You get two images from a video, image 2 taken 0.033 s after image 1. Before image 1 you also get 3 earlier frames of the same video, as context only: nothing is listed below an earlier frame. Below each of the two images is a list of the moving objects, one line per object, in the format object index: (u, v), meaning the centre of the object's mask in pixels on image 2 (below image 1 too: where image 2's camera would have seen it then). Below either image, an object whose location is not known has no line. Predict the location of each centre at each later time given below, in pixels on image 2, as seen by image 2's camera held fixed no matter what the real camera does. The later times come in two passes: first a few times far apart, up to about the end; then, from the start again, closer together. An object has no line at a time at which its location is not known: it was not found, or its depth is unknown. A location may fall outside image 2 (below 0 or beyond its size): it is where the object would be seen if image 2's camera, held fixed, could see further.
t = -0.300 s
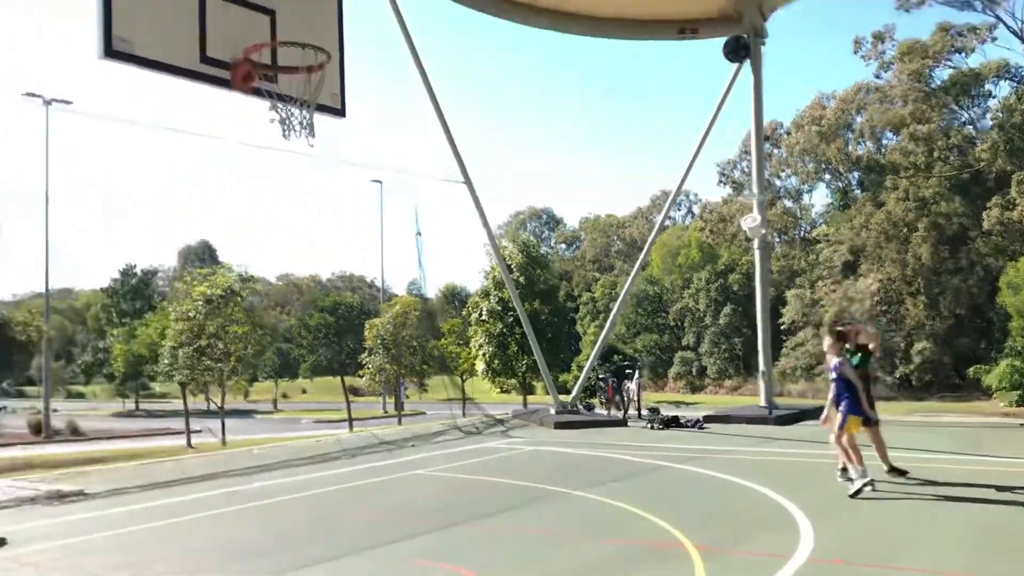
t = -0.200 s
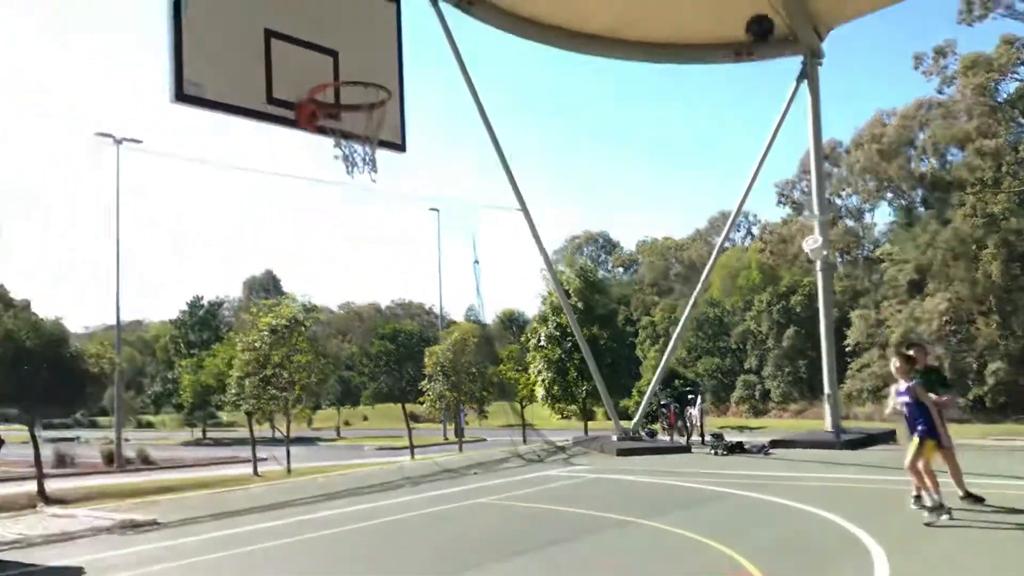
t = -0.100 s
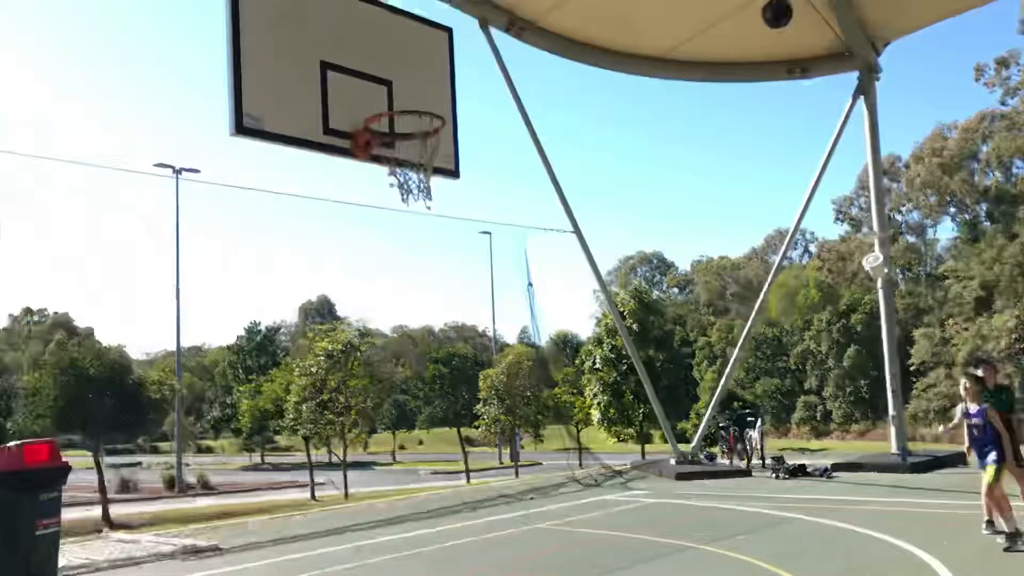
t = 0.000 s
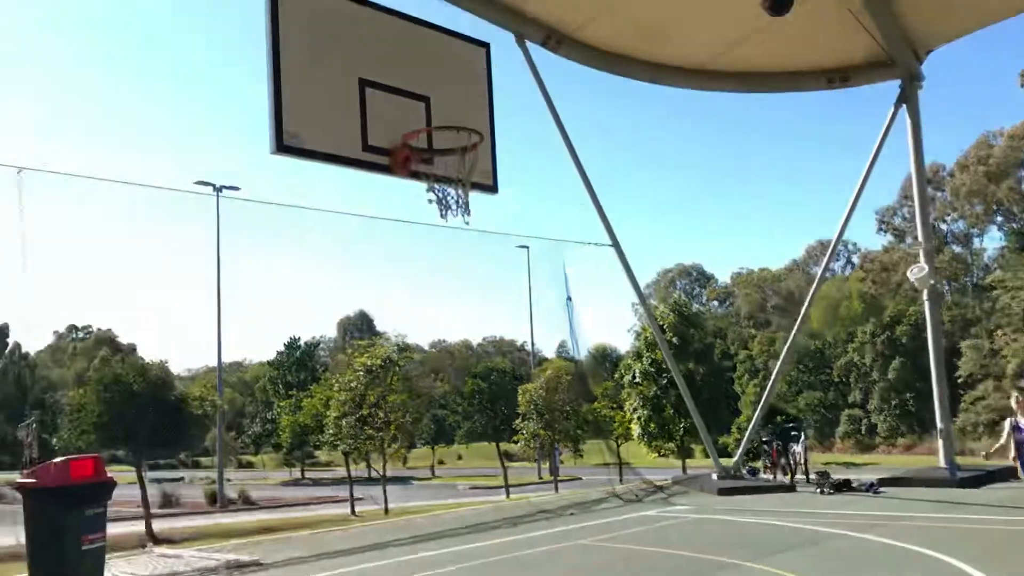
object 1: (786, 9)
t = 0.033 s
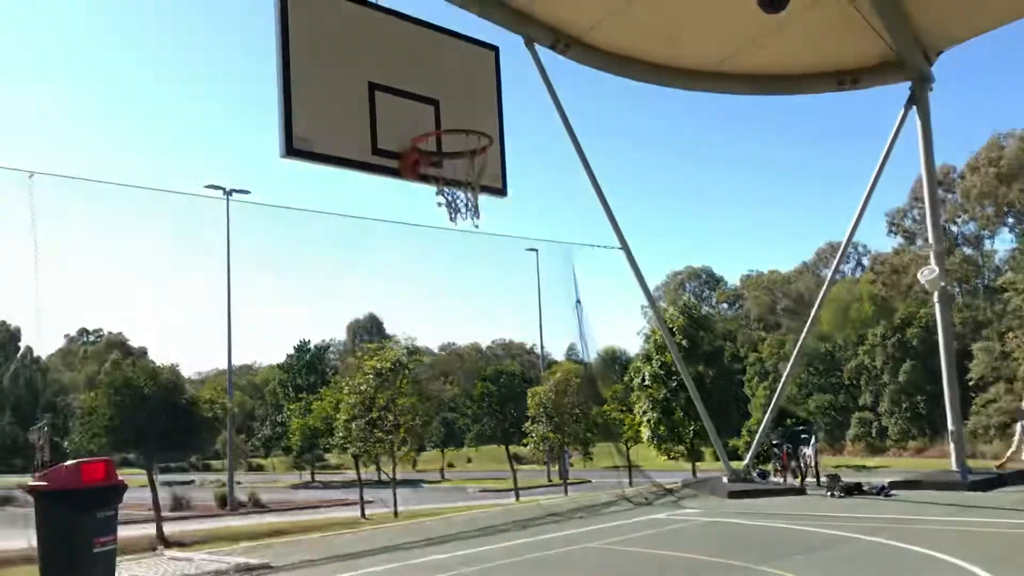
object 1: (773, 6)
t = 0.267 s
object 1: (674, 9)
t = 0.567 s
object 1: (524, 135)
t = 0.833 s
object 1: (373, 419)
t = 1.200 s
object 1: (180, 465)
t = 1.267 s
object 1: (161, 401)
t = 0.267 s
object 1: (674, 9)
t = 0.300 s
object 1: (658, 13)
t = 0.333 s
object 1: (643, 18)
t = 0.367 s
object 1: (627, 28)
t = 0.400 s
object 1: (611, 39)
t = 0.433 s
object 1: (595, 55)
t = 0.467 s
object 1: (577, 71)
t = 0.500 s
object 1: (560, 90)
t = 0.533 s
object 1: (542, 111)
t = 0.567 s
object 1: (524, 135)
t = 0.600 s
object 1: (506, 162)
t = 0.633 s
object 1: (486, 190)
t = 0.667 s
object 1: (469, 219)
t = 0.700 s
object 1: (452, 252)
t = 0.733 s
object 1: (435, 289)
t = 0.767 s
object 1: (416, 328)
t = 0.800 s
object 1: (396, 371)
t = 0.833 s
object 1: (373, 419)
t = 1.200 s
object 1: (180, 465)
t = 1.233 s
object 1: (167, 429)
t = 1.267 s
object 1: (161, 401)
